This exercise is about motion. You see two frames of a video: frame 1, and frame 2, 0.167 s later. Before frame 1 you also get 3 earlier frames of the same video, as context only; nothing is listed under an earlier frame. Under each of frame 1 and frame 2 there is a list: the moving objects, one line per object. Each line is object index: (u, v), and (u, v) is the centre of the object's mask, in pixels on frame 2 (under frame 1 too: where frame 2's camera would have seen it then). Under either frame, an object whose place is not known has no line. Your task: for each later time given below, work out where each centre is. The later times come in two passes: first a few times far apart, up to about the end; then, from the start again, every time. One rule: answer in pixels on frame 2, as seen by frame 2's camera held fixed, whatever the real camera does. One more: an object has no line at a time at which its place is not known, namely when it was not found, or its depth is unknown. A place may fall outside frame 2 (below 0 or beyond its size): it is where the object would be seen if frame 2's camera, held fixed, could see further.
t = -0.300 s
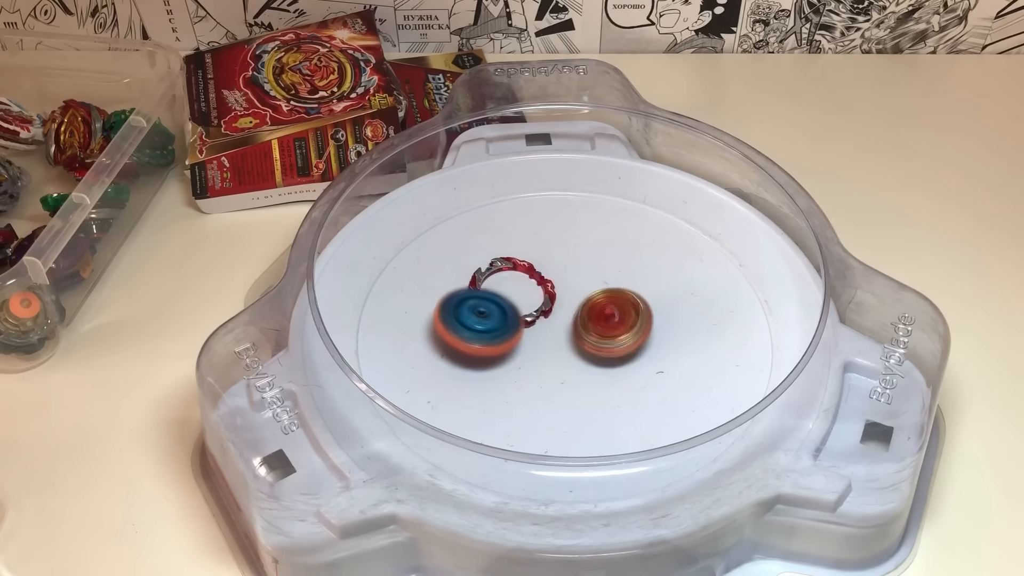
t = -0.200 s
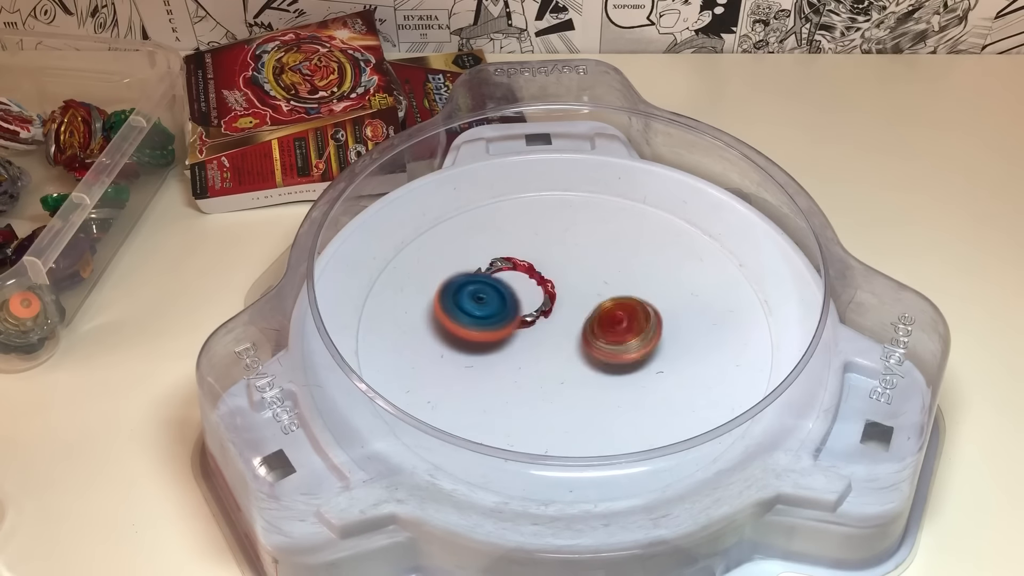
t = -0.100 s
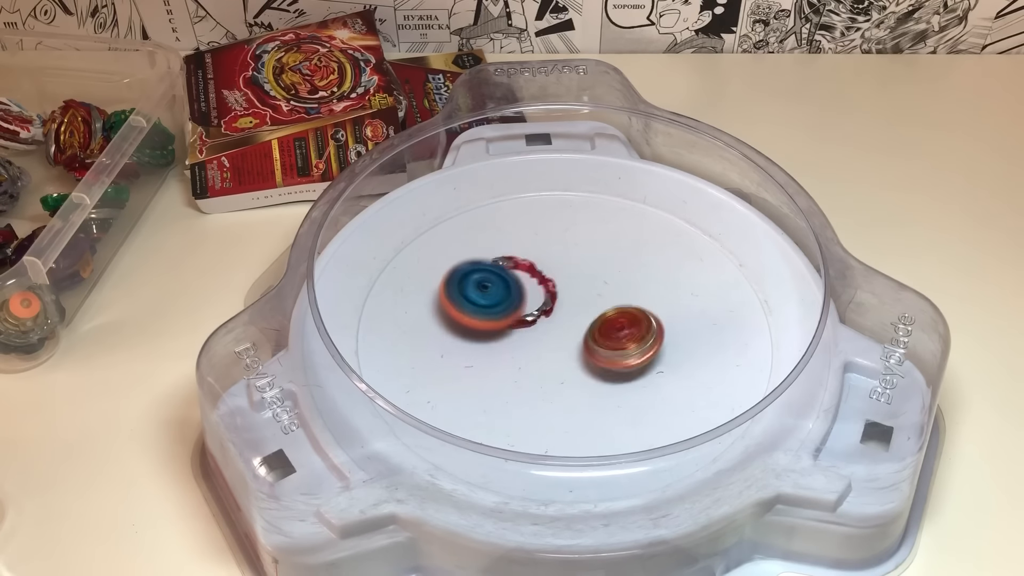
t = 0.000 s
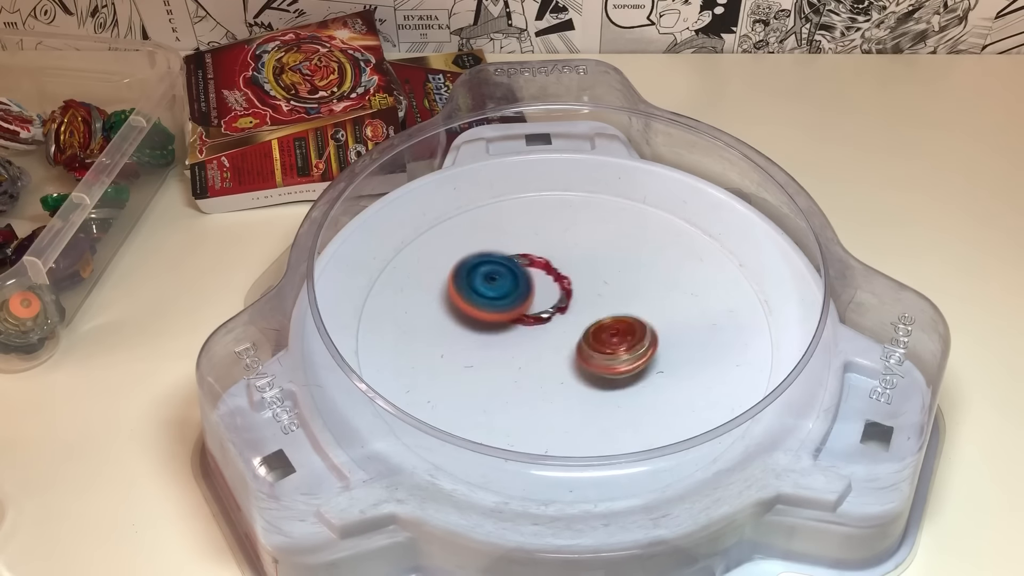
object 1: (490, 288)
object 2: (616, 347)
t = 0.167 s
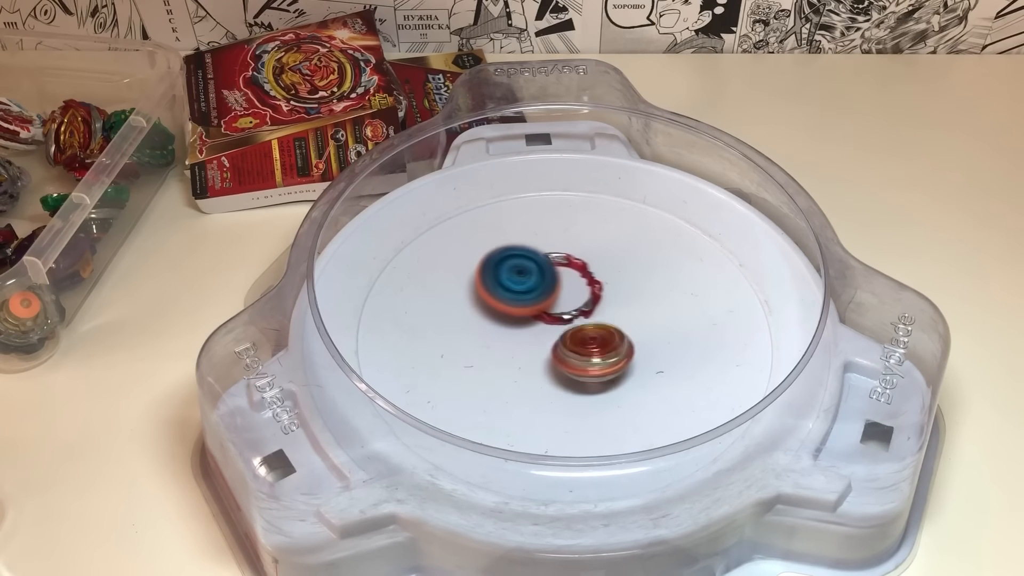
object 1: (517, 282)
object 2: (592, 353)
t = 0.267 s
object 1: (538, 280)
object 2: (575, 351)
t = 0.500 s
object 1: (580, 274)
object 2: (537, 332)
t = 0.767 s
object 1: (606, 271)
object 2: (526, 306)
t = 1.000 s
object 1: (637, 282)
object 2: (540, 303)
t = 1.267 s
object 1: (654, 307)
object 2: (546, 323)
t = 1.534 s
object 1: (636, 333)
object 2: (524, 341)
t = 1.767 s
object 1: (604, 360)
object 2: (499, 333)
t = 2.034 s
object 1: (579, 374)
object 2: (512, 318)
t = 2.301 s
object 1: (561, 376)
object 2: (564, 308)
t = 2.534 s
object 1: (542, 366)
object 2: (606, 320)
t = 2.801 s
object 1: (501, 342)
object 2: (605, 345)
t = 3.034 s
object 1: (484, 327)
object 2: (571, 344)
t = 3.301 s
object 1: (490, 311)
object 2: (591, 331)
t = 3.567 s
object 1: (538, 294)
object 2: (615, 333)
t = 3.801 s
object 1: (577, 276)
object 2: (597, 341)
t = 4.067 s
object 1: (596, 265)
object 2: (565, 326)
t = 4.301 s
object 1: (606, 265)
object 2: (538, 331)
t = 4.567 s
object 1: (607, 301)
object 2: (531, 334)
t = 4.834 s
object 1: (617, 343)
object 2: (525, 331)
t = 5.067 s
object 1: (605, 373)
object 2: (537, 329)
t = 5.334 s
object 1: (584, 387)
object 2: (549, 326)
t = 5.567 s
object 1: (550, 384)
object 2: (560, 322)
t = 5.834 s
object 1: (516, 368)
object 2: (570, 323)
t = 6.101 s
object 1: (508, 333)
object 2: (587, 330)
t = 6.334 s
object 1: (527, 304)
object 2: (579, 358)
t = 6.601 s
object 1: (572, 298)
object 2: (556, 384)
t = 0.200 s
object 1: (524, 281)
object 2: (586, 353)
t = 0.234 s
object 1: (531, 280)
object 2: (581, 352)
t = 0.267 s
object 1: (538, 280)
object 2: (575, 351)
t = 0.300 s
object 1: (545, 279)
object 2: (568, 349)
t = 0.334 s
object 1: (551, 279)
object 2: (563, 347)
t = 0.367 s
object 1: (558, 278)
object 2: (557, 344)
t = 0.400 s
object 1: (564, 277)
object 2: (552, 341)
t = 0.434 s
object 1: (569, 276)
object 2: (548, 337)
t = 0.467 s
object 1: (575, 275)
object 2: (543, 335)
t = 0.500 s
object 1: (580, 274)
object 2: (537, 332)
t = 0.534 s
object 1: (585, 272)
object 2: (535, 329)
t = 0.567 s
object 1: (589, 271)
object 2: (533, 325)
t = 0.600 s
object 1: (591, 270)
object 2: (531, 321)
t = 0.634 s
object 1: (593, 270)
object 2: (531, 316)
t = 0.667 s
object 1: (595, 270)
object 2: (531, 313)
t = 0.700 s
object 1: (597, 271)
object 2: (530, 310)
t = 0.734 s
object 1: (601, 271)
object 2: (527, 308)
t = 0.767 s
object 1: (606, 271)
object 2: (526, 306)
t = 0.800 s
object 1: (610, 272)
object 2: (527, 304)
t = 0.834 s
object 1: (613, 273)
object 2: (530, 302)
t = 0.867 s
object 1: (616, 274)
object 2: (535, 301)
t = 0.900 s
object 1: (621, 276)
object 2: (536, 300)
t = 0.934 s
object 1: (627, 278)
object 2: (535, 301)
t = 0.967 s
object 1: (633, 279)
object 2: (537, 301)
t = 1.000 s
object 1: (637, 282)
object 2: (540, 303)
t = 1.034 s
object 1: (641, 284)
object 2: (544, 305)
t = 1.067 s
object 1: (642, 287)
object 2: (548, 306)
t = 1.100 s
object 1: (643, 290)
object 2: (552, 309)
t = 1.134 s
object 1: (643, 293)
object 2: (556, 312)
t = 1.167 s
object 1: (642, 297)
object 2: (558, 314)
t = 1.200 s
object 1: (646, 300)
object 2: (553, 317)
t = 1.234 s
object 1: (651, 304)
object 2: (549, 320)
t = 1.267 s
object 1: (654, 307)
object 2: (546, 323)
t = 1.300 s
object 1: (656, 310)
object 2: (544, 326)
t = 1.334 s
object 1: (657, 314)
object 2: (542, 329)
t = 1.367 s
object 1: (656, 317)
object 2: (538, 332)
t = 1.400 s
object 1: (654, 320)
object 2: (536, 335)
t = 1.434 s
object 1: (651, 323)
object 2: (534, 336)
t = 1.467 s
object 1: (647, 326)
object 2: (530, 339)
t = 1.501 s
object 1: (642, 329)
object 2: (527, 340)
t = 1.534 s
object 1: (636, 333)
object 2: (524, 341)
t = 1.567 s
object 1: (629, 336)
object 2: (522, 342)
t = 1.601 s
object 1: (622, 340)
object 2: (520, 342)
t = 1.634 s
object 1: (615, 343)
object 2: (518, 343)
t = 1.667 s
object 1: (607, 347)
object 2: (516, 342)
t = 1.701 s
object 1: (605, 351)
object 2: (509, 340)
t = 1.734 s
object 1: (605, 356)
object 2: (502, 336)
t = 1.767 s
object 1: (604, 360)
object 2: (499, 333)
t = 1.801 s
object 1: (602, 364)
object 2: (498, 331)
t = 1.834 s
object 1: (599, 367)
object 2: (498, 329)
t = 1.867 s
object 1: (596, 369)
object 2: (497, 326)
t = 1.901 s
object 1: (592, 370)
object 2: (499, 324)
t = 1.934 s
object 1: (589, 372)
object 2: (501, 322)
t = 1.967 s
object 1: (586, 373)
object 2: (504, 321)
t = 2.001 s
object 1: (583, 374)
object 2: (508, 319)
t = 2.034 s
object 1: (579, 374)
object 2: (512, 318)
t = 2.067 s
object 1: (574, 374)
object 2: (517, 316)
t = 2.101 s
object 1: (571, 373)
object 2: (523, 316)
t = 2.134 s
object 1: (567, 373)
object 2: (528, 315)
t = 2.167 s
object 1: (565, 372)
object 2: (535, 313)
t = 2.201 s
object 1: (564, 372)
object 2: (543, 310)
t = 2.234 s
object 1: (562, 376)
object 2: (550, 309)
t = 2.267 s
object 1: (561, 377)
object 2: (558, 309)
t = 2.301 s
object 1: (561, 376)
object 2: (564, 308)
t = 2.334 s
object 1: (561, 376)
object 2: (570, 310)
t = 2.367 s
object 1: (561, 373)
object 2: (577, 310)
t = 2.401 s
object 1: (560, 370)
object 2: (584, 311)
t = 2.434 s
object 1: (554, 369)
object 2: (592, 312)
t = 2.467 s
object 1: (550, 369)
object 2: (598, 314)
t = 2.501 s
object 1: (545, 368)
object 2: (603, 317)
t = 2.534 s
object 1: (542, 366)
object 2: (606, 320)
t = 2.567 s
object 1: (539, 365)
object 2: (608, 323)
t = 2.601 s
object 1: (535, 362)
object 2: (609, 328)
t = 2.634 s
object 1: (533, 359)
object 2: (610, 330)
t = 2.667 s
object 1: (530, 355)
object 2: (609, 334)
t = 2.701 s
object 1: (521, 352)
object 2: (610, 338)
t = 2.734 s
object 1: (514, 349)
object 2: (610, 341)
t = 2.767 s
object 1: (507, 345)
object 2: (609, 342)
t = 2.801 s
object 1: (501, 342)
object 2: (605, 345)
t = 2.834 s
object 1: (496, 340)
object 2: (601, 346)
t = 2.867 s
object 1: (491, 337)
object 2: (596, 348)
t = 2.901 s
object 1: (488, 334)
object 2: (592, 348)
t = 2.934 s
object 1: (486, 332)
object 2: (586, 348)
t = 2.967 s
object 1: (484, 330)
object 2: (580, 347)
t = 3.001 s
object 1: (484, 328)
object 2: (575, 346)
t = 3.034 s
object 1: (484, 327)
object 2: (571, 344)
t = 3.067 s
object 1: (482, 324)
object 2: (572, 342)
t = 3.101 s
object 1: (480, 322)
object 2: (572, 341)
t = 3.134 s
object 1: (480, 320)
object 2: (571, 338)
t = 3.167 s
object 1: (482, 319)
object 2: (570, 334)
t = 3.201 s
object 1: (485, 318)
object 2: (570, 332)
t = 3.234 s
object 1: (487, 316)
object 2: (577, 331)
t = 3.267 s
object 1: (487, 313)
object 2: (583, 330)
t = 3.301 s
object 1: (490, 311)
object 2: (591, 331)
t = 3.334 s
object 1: (495, 308)
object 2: (594, 331)
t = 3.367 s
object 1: (500, 306)
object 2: (598, 330)
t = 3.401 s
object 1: (504, 304)
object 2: (602, 329)
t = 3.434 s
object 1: (511, 302)
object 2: (606, 329)
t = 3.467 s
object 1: (517, 300)
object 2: (610, 330)
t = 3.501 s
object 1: (524, 298)
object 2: (612, 330)
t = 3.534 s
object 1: (530, 295)
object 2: (614, 332)
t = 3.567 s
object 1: (538, 294)
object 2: (615, 333)
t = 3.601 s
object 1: (545, 292)
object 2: (615, 334)
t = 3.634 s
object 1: (552, 290)
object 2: (615, 335)
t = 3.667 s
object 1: (557, 287)
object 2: (613, 337)
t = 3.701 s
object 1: (563, 284)
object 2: (611, 339)
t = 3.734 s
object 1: (568, 281)
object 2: (608, 340)
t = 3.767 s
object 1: (573, 279)
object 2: (602, 342)
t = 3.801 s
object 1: (577, 276)
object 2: (597, 341)
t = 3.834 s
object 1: (580, 274)
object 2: (594, 340)
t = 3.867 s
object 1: (584, 272)
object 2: (590, 338)
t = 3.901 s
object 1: (587, 271)
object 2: (585, 337)
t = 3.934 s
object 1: (590, 270)
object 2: (581, 334)
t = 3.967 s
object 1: (593, 268)
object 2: (577, 332)
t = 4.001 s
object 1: (594, 267)
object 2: (572, 330)
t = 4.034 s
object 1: (595, 266)
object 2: (570, 327)
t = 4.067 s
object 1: (596, 265)
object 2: (565, 326)
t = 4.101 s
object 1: (597, 264)
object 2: (562, 326)
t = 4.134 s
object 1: (598, 262)
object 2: (557, 325)
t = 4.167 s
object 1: (598, 262)
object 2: (556, 325)
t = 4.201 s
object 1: (597, 264)
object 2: (555, 323)
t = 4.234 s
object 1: (599, 266)
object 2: (550, 325)
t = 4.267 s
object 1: (603, 264)
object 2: (544, 328)
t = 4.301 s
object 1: (606, 265)
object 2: (538, 331)
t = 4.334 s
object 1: (607, 268)
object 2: (536, 330)
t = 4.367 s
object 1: (608, 270)
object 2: (536, 330)
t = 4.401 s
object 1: (608, 274)
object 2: (535, 330)
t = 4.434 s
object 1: (607, 279)
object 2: (536, 331)
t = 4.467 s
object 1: (606, 284)
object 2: (535, 334)
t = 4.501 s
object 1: (605, 291)
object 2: (534, 333)
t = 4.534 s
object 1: (605, 297)
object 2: (534, 333)
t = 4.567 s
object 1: (607, 301)
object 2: (531, 334)
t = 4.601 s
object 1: (610, 307)
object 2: (528, 334)
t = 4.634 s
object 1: (612, 313)
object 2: (526, 333)
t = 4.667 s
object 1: (615, 318)
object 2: (522, 332)
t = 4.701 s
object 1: (617, 323)
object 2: (524, 332)
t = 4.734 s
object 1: (617, 330)
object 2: (525, 332)
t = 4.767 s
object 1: (618, 333)
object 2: (524, 332)
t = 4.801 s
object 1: (618, 338)
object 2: (524, 331)
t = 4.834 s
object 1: (617, 343)
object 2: (525, 331)
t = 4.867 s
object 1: (615, 347)
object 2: (527, 331)
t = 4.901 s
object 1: (613, 351)
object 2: (530, 331)
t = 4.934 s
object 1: (611, 356)
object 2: (531, 331)
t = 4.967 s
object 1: (609, 361)
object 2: (532, 331)
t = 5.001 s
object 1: (609, 366)
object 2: (533, 331)
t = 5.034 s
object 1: (608, 370)
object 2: (534, 329)
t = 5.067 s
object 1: (605, 373)
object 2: (537, 329)
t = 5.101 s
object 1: (603, 374)
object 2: (540, 329)
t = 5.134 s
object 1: (602, 377)
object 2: (539, 329)
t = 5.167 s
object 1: (600, 379)
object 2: (541, 328)
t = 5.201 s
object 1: (598, 381)
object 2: (543, 328)
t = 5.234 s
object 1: (595, 382)
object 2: (543, 328)
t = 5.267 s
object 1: (592, 385)
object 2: (545, 327)
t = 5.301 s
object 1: (588, 386)
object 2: (546, 326)
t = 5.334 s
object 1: (584, 387)
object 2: (549, 326)
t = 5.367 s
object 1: (579, 386)
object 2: (550, 325)
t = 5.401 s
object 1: (575, 385)
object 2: (549, 327)
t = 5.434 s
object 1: (569, 387)
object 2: (550, 325)
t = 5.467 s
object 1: (565, 386)
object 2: (551, 323)
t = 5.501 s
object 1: (560, 386)
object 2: (554, 323)
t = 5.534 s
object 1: (555, 384)
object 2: (558, 322)
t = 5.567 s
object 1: (550, 384)
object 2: (560, 322)
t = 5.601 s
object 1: (544, 384)
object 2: (562, 323)
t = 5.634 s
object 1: (538, 384)
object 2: (562, 323)
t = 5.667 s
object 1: (534, 383)
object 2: (564, 324)
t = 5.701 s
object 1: (529, 381)
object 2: (563, 324)
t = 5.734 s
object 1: (525, 379)
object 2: (565, 325)
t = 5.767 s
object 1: (522, 375)
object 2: (567, 322)
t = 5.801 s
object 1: (519, 371)
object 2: (568, 325)
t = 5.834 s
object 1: (516, 368)
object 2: (570, 323)
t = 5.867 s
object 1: (512, 364)
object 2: (575, 326)
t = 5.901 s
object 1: (508, 360)
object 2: (580, 325)
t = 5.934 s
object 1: (507, 356)
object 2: (584, 325)
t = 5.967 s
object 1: (506, 352)
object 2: (586, 325)
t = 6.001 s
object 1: (505, 347)
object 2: (587, 326)
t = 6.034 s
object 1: (505, 342)
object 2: (587, 328)
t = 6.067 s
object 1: (506, 338)
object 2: (586, 329)
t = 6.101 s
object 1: (508, 333)
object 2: (587, 330)
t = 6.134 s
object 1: (511, 328)
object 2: (586, 332)
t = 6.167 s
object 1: (514, 324)
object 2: (587, 334)
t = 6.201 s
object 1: (515, 319)
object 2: (587, 340)
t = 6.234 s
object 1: (517, 314)
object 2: (588, 344)
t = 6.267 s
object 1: (520, 310)
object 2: (587, 349)
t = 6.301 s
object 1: (523, 307)
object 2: (583, 354)
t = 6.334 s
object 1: (527, 304)
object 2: (579, 358)
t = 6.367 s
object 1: (532, 302)
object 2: (575, 361)
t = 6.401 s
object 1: (537, 300)
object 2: (569, 367)
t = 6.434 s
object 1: (542, 298)
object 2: (565, 370)
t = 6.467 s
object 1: (548, 297)
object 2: (561, 374)
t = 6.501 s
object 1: (554, 297)
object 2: (559, 375)
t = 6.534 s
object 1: (560, 296)
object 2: (558, 379)
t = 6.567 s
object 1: (566, 296)
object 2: (556, 382)
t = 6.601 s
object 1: (572, 298)
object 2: (556, 384)
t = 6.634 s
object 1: (578, 299)
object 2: (557, 384)
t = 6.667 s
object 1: (584, 302)
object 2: (557, 385)
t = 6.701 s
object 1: (589, 304)
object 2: (557, 384)
